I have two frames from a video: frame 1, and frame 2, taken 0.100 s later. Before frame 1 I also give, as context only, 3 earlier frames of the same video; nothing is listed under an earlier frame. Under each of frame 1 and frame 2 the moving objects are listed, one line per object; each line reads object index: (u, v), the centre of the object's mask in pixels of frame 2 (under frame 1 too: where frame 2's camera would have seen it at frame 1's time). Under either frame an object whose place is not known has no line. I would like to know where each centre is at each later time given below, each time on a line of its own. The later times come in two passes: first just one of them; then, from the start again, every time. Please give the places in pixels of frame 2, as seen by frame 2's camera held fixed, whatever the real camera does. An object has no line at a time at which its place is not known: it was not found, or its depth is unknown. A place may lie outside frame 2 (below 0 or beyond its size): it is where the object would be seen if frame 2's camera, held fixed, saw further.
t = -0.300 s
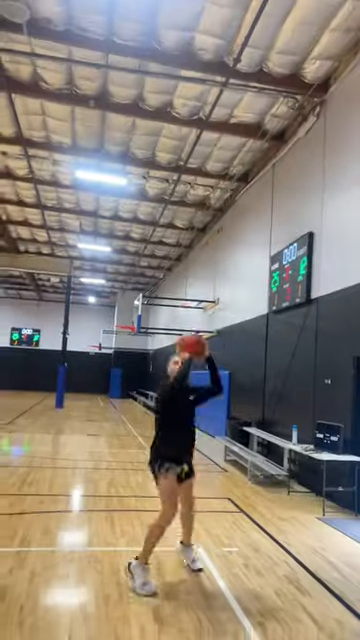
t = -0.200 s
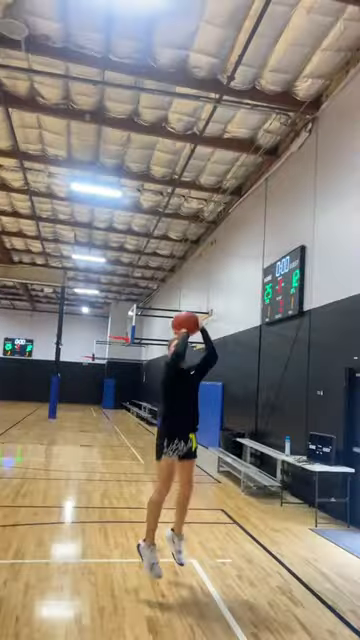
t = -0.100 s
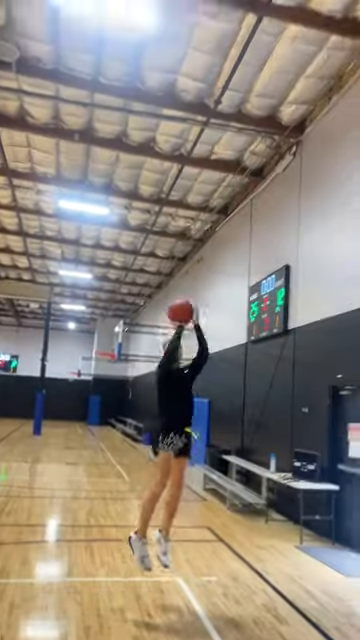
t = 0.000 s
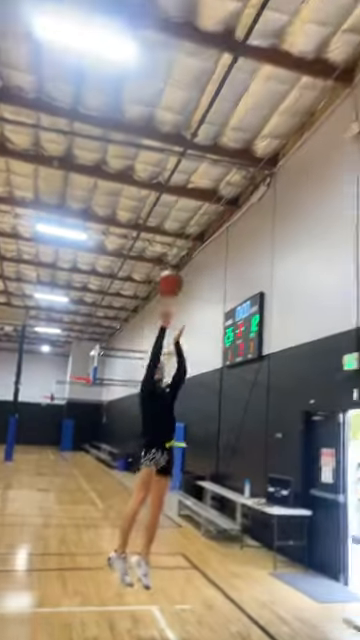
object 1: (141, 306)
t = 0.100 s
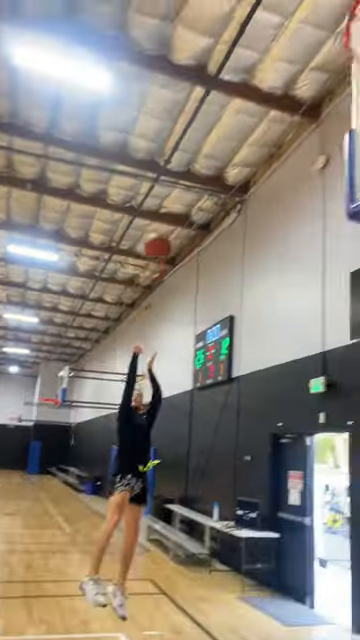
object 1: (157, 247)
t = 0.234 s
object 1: (178, 178)
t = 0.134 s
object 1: (163, 229)
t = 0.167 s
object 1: (169, 210)
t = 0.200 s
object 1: (174, 194)
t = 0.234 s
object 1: (178, 178)
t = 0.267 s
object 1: (185, 165)
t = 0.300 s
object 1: (190, 149)
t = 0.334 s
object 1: (197, 135)
